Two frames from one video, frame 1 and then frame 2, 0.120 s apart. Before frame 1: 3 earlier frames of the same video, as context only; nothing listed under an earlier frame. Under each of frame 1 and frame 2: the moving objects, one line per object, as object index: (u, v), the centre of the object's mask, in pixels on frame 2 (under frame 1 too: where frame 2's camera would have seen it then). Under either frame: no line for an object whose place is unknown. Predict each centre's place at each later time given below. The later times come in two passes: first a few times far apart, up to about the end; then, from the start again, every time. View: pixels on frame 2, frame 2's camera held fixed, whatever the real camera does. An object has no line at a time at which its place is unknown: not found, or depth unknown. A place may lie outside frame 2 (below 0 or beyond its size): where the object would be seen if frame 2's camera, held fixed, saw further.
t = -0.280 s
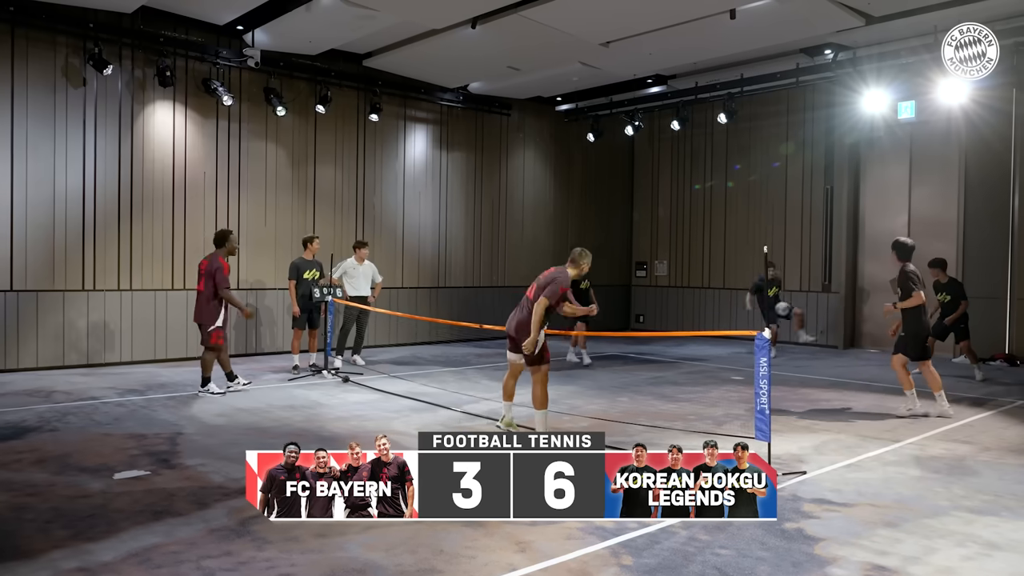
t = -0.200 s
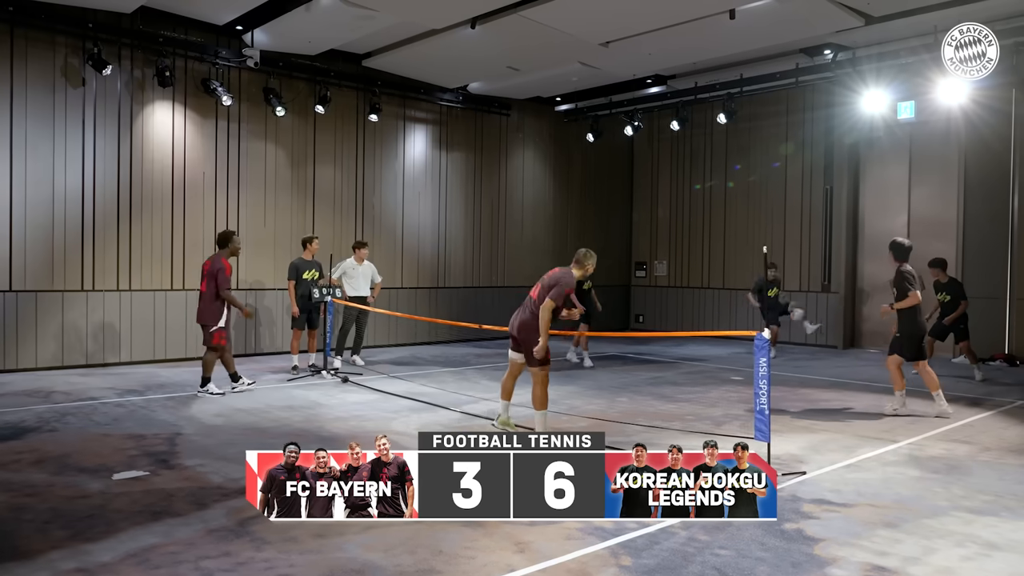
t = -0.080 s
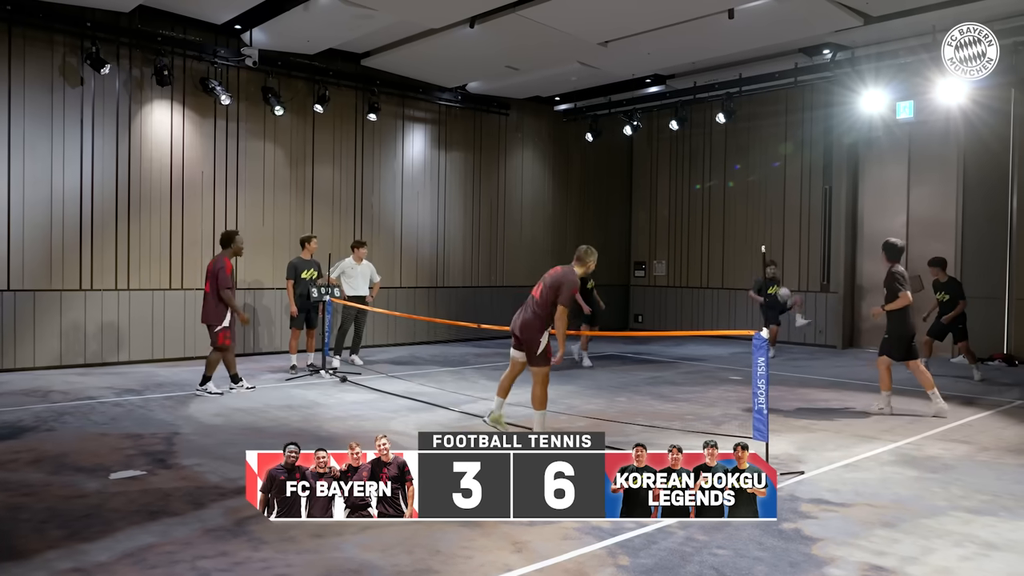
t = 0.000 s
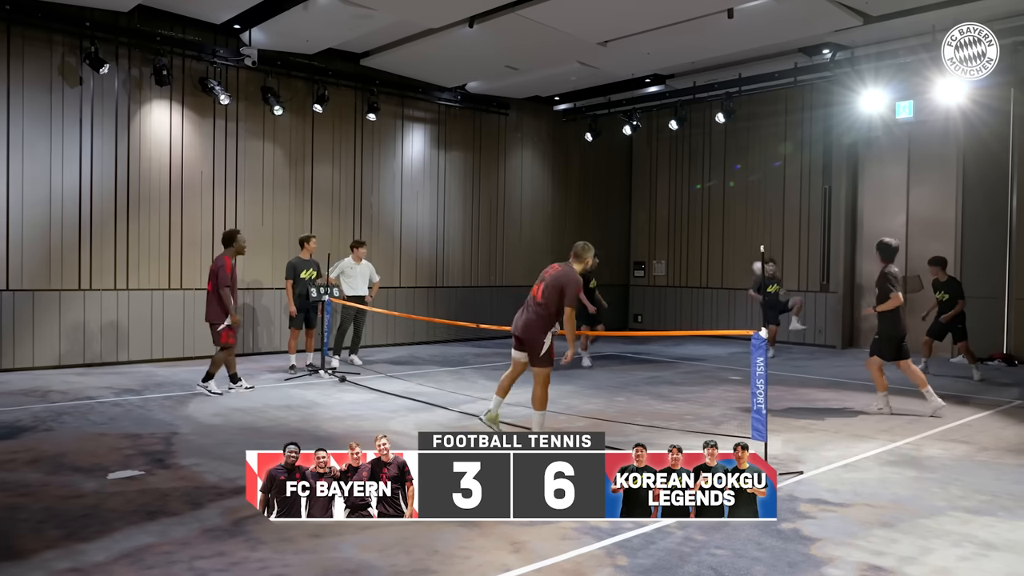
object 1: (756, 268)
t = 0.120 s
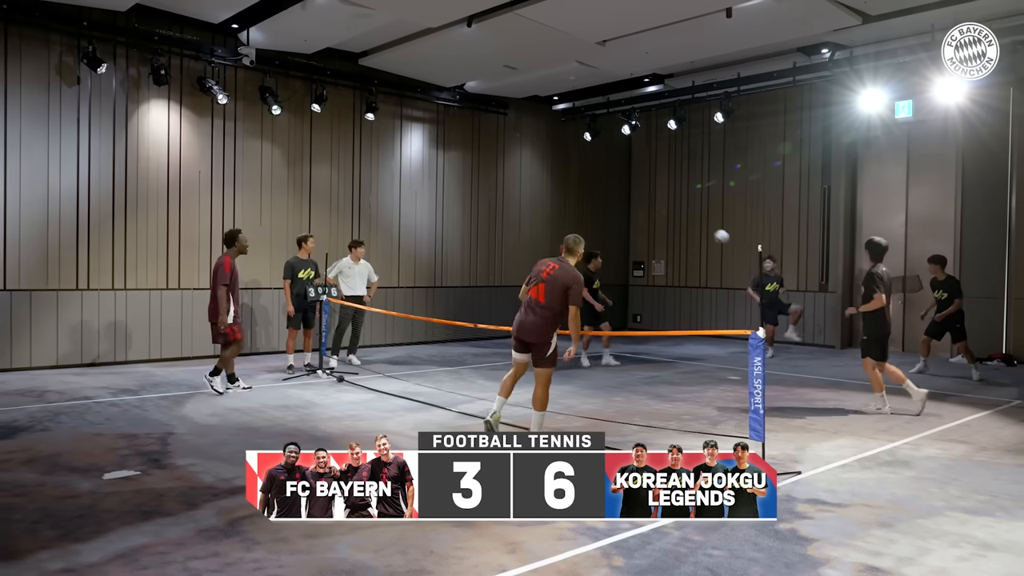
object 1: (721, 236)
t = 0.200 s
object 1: (697, 220)
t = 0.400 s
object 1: (633, 197)
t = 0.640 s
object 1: (554, 204)
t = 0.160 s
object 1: (709, 228)
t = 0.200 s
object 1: (697, 220)
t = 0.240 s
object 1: (684, 214)
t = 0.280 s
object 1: (671, 209)
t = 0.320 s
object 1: (658, 204)
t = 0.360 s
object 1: (645, 200)
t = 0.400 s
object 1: (633, 197)
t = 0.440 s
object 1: (620, 196)
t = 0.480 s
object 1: (607, 195)
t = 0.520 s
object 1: (594, 196)
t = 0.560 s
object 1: (580, 198)
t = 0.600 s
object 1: (568, 200)
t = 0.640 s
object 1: (554, 204)
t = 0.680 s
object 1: (541, 209)
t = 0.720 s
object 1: (528, 213)
